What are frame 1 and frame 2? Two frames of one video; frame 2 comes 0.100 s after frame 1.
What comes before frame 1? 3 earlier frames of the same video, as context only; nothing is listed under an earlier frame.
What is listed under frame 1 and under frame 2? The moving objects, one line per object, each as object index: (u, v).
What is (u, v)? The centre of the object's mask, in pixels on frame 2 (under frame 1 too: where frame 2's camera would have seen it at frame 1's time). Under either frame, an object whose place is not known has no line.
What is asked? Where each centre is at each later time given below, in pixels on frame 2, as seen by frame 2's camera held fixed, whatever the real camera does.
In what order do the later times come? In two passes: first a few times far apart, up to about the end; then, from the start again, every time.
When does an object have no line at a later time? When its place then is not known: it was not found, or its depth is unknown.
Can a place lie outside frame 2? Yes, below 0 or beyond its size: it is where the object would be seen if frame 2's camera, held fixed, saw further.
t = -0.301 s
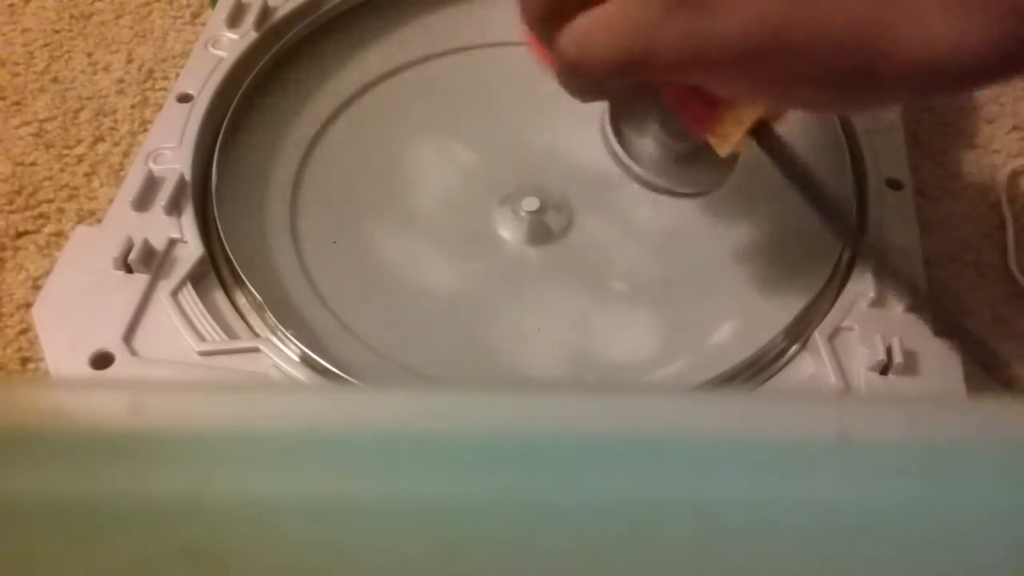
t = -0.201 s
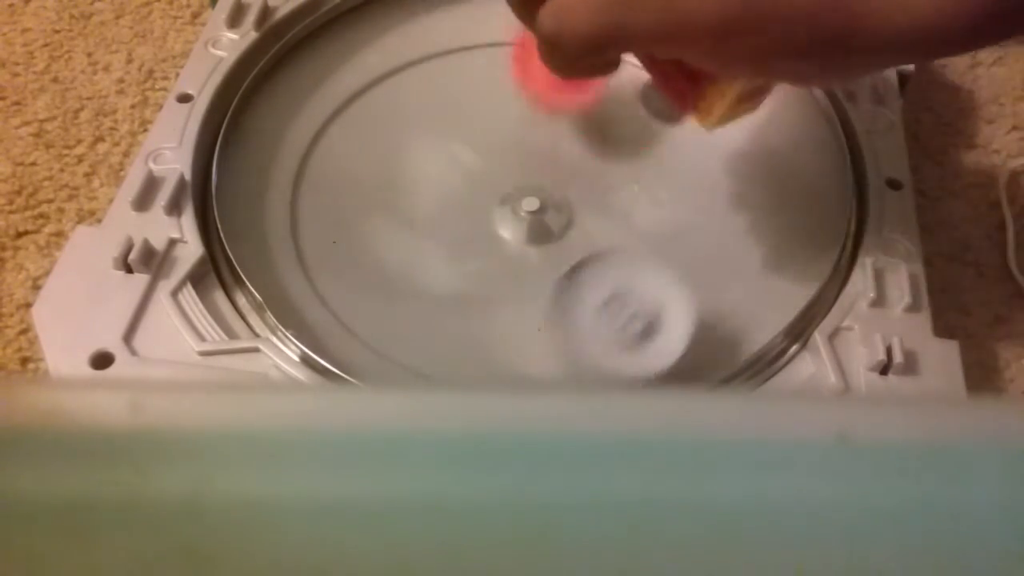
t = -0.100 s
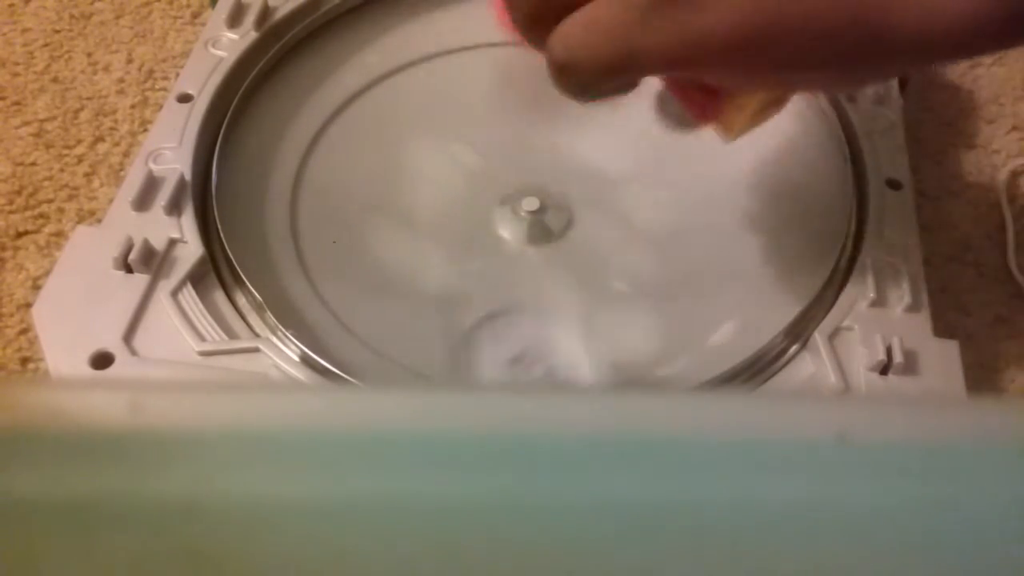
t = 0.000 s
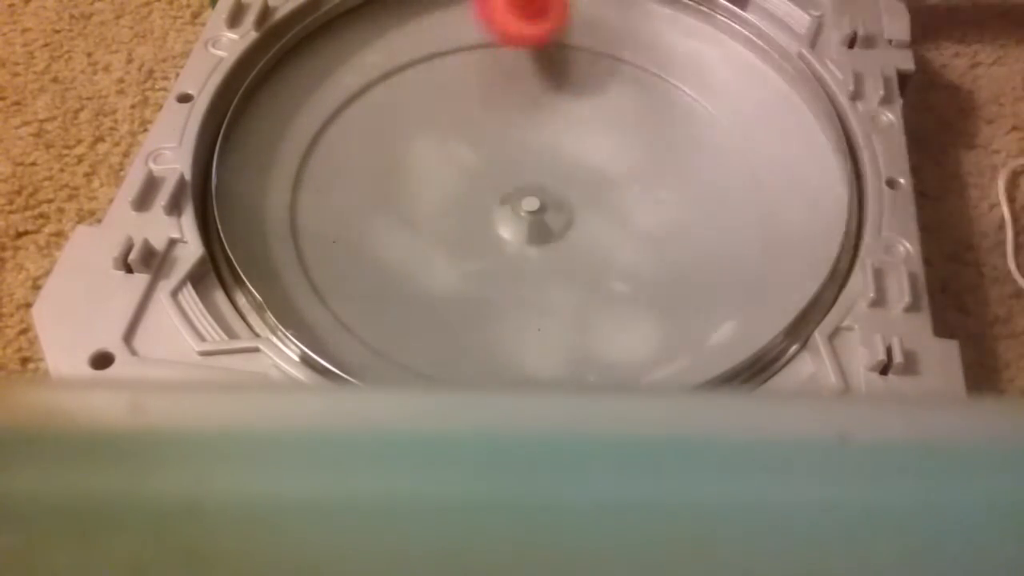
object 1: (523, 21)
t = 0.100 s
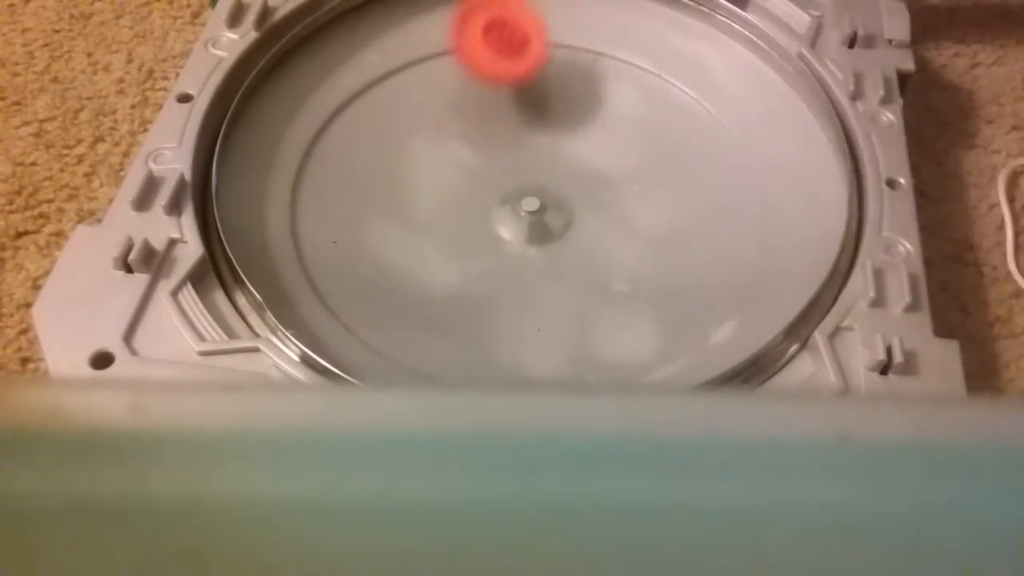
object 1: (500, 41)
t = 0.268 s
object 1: (482, 152)
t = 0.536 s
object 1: (558, 273)
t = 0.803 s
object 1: (660, 191)
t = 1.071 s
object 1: (595, 137)
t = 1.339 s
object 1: (519, 233)
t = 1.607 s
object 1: (538, 283)
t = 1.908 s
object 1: (523, 231)
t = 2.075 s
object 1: (436, 194)
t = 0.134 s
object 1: (494, 60)
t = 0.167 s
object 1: (489, 80)
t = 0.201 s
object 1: (485, 104)
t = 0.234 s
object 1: (483, 128)
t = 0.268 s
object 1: (482, 152)
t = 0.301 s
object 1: (484, 177)
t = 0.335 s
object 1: (488, 199)
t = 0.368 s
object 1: (495, 219)
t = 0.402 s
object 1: (505, 236)
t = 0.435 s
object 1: (515, 250)
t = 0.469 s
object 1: (528, 261)
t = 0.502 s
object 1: (543, 270)
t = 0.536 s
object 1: (558, 273)
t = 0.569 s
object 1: (576, 272)
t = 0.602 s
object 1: (592, 268)
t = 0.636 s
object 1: (608, 259)
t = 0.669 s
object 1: (625, 247)
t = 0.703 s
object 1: (639, 236)
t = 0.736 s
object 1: (649, 222)
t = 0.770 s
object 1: (657, 206)
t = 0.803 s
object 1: (660, 191)
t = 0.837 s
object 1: (661, 175)
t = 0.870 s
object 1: (658, 162)
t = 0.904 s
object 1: (652, 150)
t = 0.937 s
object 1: (643, 140)
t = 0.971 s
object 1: (632, 135)
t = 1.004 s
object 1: (621, 132)
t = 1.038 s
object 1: (608, 133)
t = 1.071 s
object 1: (595, 137)
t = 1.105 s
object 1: (582, 147)
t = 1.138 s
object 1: (568, 159)
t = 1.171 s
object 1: (557, 171)
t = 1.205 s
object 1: (547, 184)
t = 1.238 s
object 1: (538, 196)
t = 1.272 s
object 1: (529, 208)
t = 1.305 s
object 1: (523, 221)
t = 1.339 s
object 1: (519, 233)
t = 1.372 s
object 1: (517, 244)
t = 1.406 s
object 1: (516, 255)
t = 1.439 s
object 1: (517, 264)
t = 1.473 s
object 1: (520, 272)
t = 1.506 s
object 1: (524, 279)
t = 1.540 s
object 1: (528, 282)
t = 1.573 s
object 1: (533, 284)
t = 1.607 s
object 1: (538, 283)
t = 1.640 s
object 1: (543, 281)
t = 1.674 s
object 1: (547, 278)
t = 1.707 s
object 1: (550, 274)
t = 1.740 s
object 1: (552, 270)
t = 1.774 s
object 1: (552, 264)
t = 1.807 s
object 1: (549, 257)
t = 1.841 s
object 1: (542, 249)
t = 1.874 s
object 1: (533, 240)
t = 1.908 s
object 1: (523, 231)
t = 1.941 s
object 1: (509, 223)
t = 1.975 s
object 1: (492, 214)
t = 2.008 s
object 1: (474, 206)
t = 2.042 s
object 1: (455, 200)
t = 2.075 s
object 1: (436, 194)
